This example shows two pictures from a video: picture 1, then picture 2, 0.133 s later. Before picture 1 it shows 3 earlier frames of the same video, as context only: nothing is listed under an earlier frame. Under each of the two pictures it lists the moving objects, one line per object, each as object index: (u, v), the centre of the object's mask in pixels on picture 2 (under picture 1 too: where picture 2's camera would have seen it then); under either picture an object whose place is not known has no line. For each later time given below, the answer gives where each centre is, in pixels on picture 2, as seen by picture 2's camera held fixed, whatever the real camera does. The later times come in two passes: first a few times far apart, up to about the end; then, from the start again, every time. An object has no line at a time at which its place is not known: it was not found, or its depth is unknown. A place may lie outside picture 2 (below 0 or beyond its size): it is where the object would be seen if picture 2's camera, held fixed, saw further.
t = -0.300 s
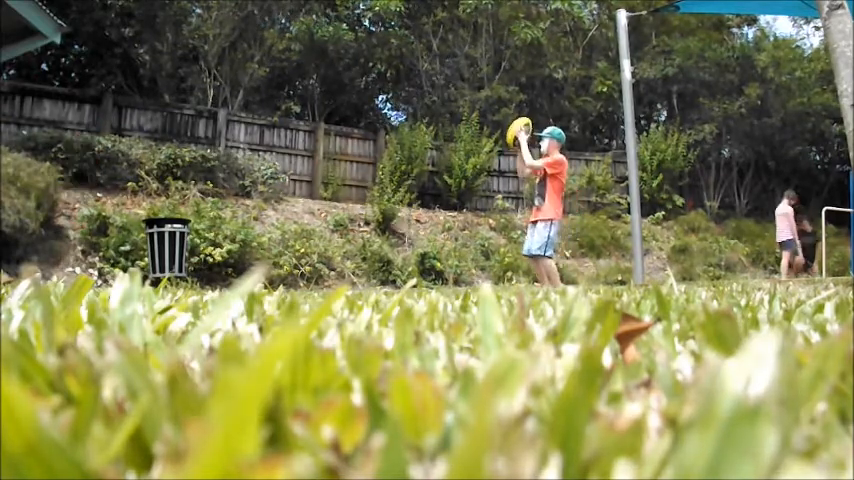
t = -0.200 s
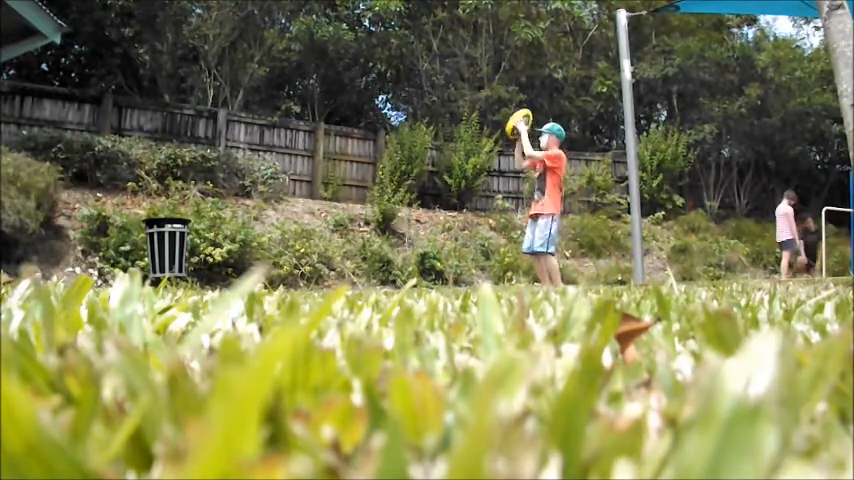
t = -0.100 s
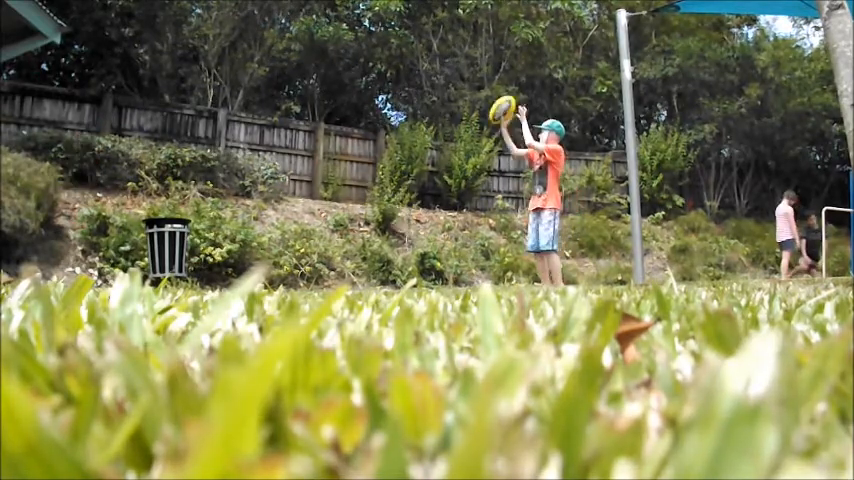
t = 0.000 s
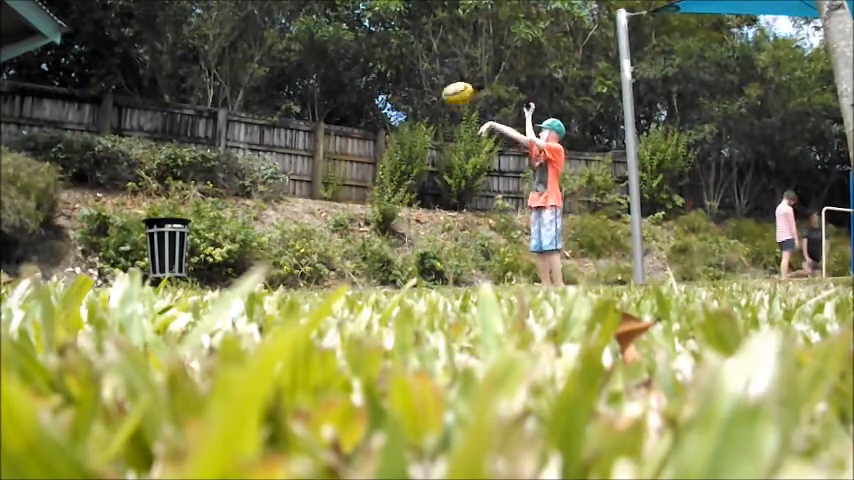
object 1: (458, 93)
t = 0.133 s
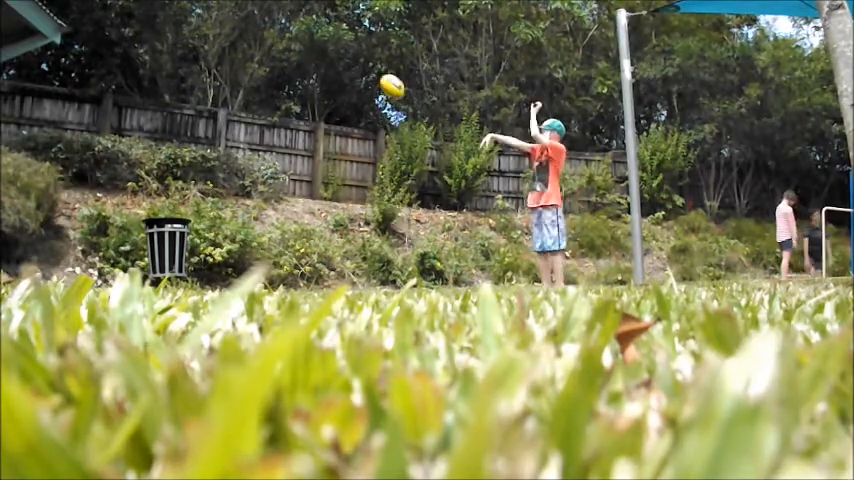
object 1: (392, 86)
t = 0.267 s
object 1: (329, 99)
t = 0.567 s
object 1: (201, 187)
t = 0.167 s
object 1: (376, 88)
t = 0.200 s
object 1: (360, 90)
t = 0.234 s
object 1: (345, 94)
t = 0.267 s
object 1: (329, 99)
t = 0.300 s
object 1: (315, 104)
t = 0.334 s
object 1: (300, 111)
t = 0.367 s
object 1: (285, 117)
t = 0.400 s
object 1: (271, 126)
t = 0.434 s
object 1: (256, 136)
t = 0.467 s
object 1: (242, 148)
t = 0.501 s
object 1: (229, 160)
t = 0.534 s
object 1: (215, 173)
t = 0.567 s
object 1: (201, 187)
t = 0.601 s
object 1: (189, 201)
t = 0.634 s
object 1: (176, 212)
